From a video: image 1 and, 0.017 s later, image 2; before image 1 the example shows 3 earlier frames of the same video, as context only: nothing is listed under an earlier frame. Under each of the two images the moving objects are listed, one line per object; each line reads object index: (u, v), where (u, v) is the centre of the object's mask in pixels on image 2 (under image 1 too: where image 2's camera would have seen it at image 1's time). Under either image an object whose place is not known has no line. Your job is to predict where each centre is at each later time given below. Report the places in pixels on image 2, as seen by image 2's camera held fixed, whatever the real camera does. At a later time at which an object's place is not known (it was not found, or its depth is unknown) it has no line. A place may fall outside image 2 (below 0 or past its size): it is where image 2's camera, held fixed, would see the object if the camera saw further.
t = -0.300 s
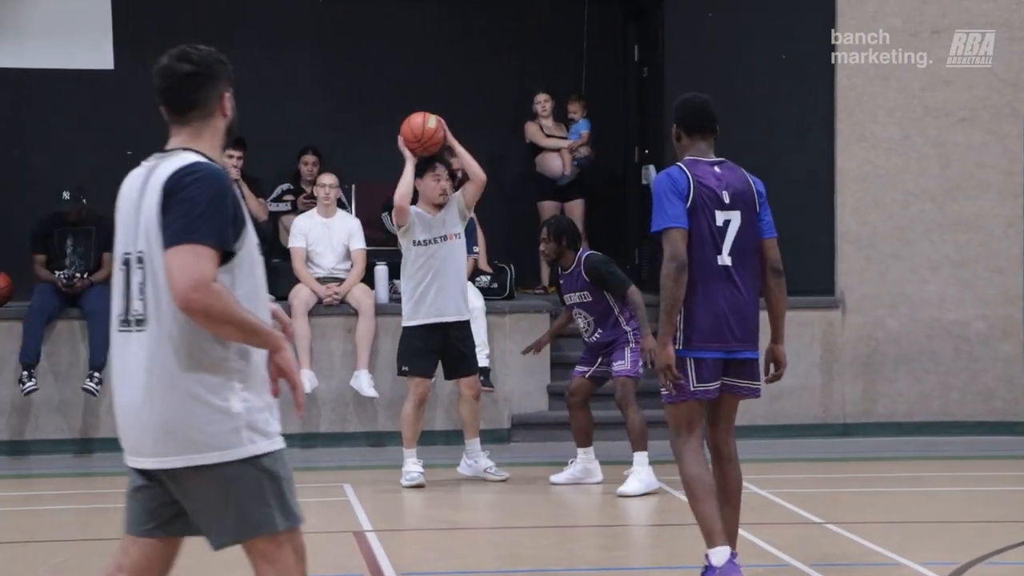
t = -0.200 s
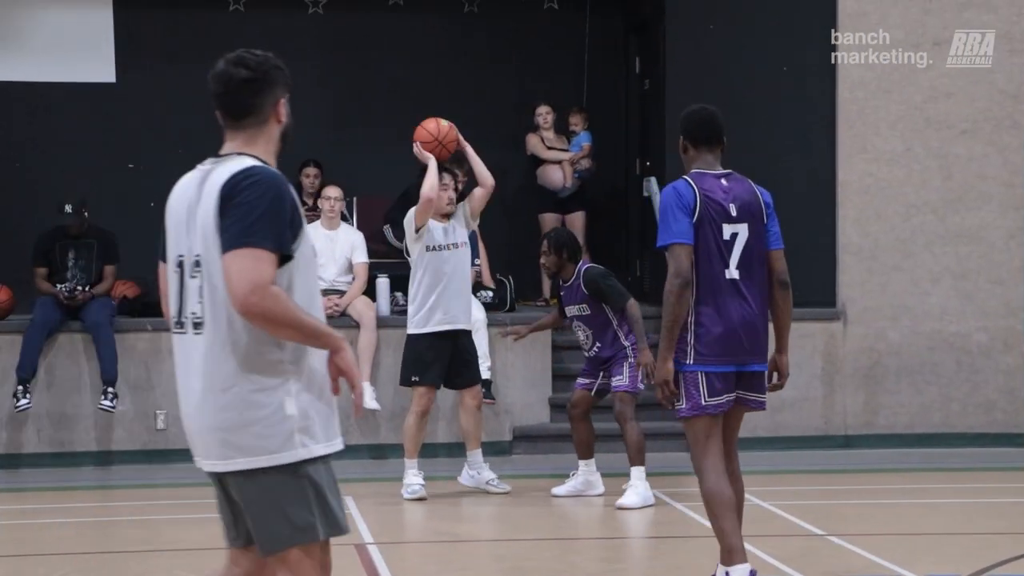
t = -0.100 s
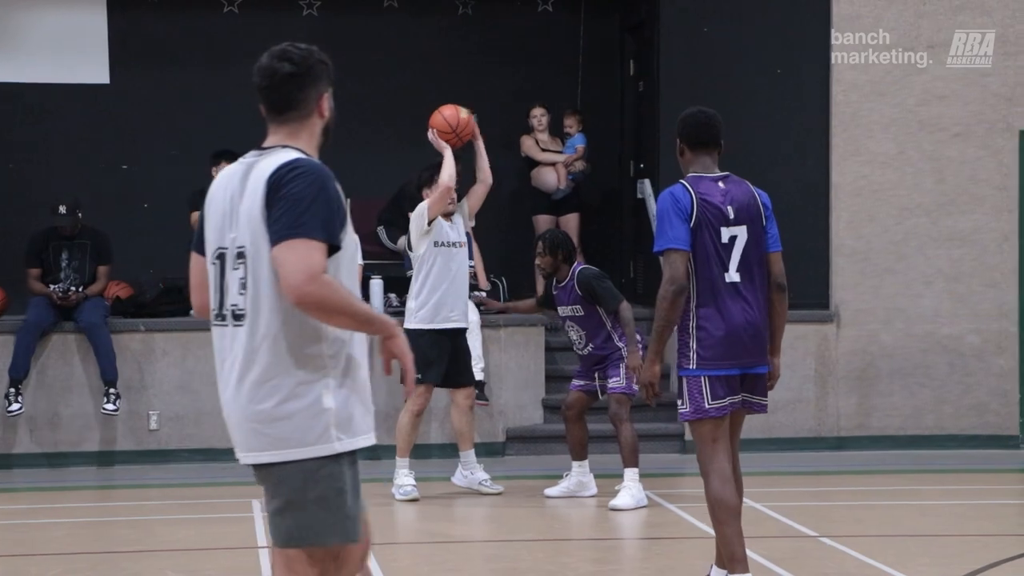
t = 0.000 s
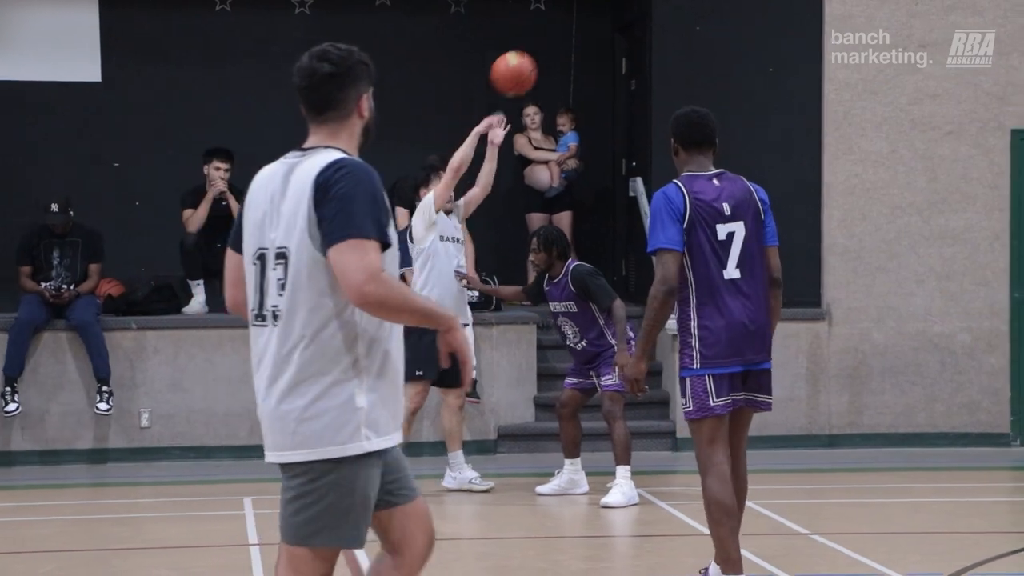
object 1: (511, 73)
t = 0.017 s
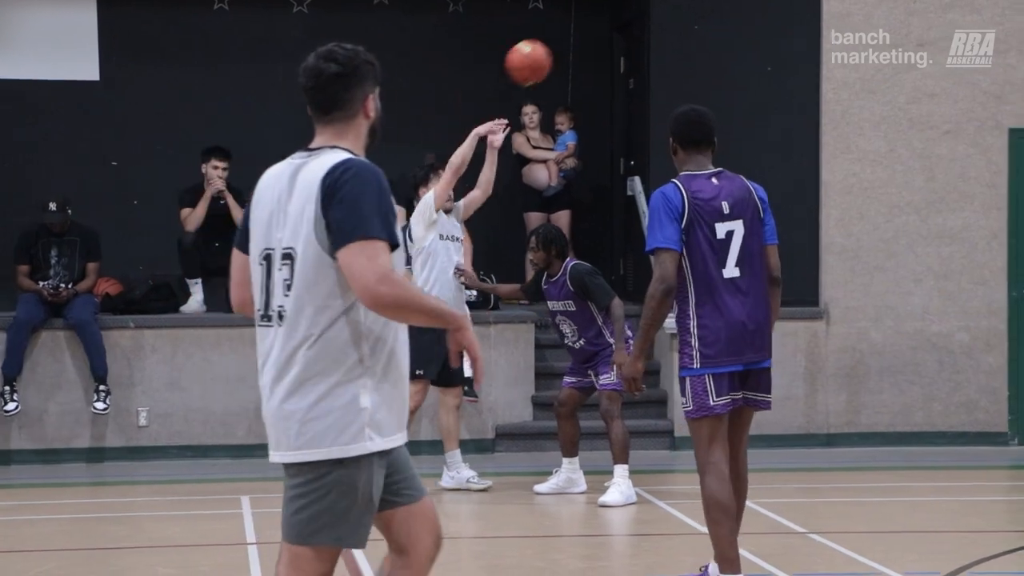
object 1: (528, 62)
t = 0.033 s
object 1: (546, 53)
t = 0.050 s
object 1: (563, 43)
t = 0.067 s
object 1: (580, 34)
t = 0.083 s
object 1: (597, 26)
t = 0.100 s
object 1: (614, 18)
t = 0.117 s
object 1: (632, 13)
